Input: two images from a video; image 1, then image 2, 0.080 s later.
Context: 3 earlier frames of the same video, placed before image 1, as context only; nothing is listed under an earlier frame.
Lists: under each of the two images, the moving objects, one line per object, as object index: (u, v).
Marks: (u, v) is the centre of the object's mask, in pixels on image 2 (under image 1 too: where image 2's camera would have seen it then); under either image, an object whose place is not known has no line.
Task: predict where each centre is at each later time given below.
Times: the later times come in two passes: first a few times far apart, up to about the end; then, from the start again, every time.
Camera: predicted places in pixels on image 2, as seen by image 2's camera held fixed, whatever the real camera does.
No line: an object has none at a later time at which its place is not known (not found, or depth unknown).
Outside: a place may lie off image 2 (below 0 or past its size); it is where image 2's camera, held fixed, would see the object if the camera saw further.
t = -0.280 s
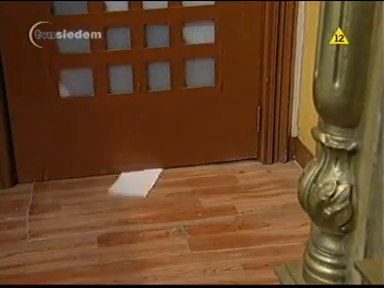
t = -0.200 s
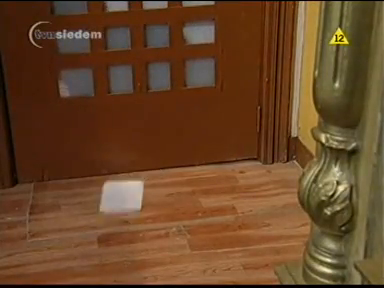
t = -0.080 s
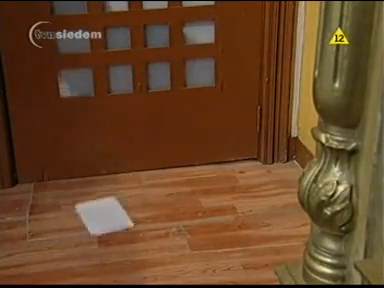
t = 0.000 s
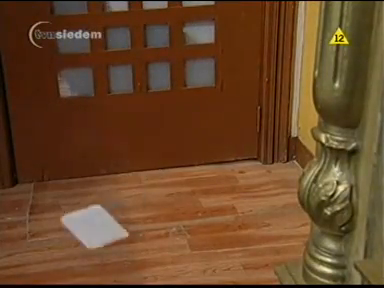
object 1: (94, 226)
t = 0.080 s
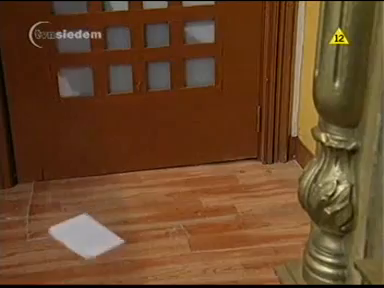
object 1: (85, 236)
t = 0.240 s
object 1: (76, 248)
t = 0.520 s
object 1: (75, 248)
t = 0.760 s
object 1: (75, 248)
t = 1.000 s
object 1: (76, 248)
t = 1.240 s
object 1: (76, 248)
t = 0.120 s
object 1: (82, 240)
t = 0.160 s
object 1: (79, 244)
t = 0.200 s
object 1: (77, 246)
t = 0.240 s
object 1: (76, 248)
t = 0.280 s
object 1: (75, 248)
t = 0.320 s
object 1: (75, 249)
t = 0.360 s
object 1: (75, 248)
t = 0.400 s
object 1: (75, 249)
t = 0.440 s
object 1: (75, 248)
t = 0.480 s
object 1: (75, 248)
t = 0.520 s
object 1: (75, 248)
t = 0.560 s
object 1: (75, 248)
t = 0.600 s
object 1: (76, 248)
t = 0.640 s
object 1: (75, 248)
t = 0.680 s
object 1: (75, 248)
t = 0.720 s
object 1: (75, 248)
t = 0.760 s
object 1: (75, 248)
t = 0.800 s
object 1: (75, 248)
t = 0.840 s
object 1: (75, 248)
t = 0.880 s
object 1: (76, 248)
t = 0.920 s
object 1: (75, 248)
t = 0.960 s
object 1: (76, 248)
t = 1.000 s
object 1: (76, 248)
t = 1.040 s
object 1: (76, 248)
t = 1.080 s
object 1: (76, 248)
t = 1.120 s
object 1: (75, 248)
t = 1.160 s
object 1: (76, 248)
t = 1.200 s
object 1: (76, 248)
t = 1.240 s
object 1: (76, 248)
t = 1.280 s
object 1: (76, 248)
